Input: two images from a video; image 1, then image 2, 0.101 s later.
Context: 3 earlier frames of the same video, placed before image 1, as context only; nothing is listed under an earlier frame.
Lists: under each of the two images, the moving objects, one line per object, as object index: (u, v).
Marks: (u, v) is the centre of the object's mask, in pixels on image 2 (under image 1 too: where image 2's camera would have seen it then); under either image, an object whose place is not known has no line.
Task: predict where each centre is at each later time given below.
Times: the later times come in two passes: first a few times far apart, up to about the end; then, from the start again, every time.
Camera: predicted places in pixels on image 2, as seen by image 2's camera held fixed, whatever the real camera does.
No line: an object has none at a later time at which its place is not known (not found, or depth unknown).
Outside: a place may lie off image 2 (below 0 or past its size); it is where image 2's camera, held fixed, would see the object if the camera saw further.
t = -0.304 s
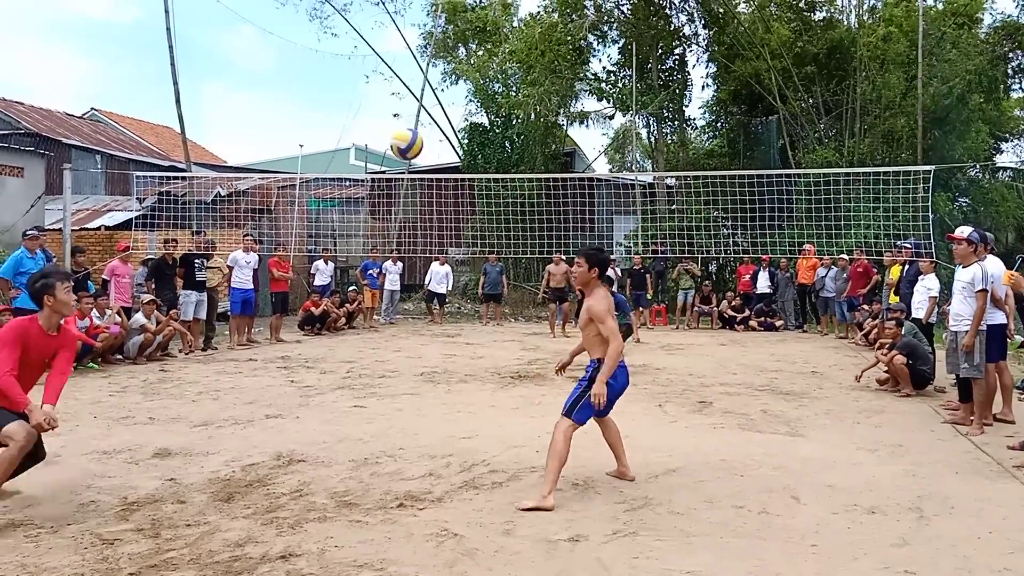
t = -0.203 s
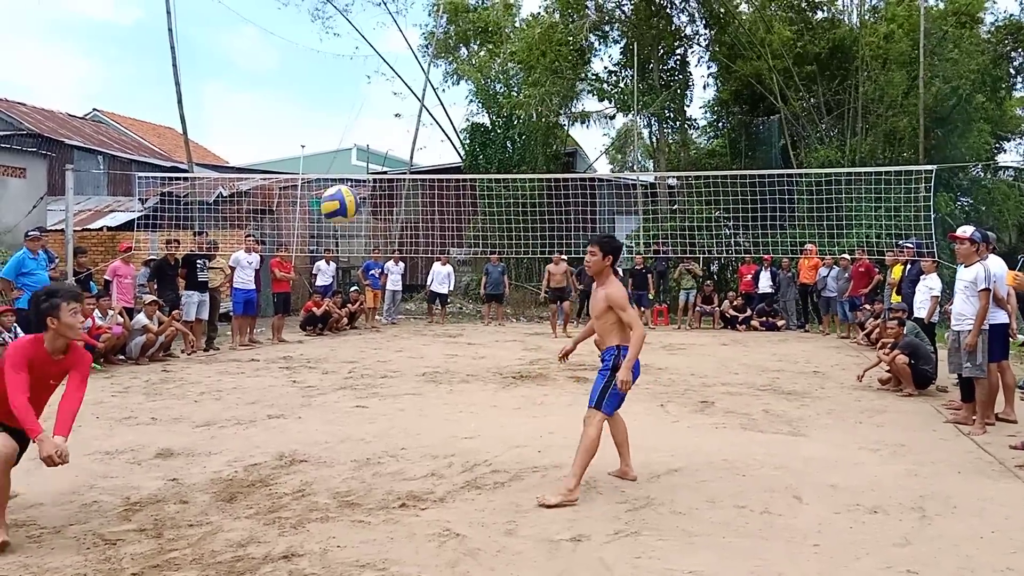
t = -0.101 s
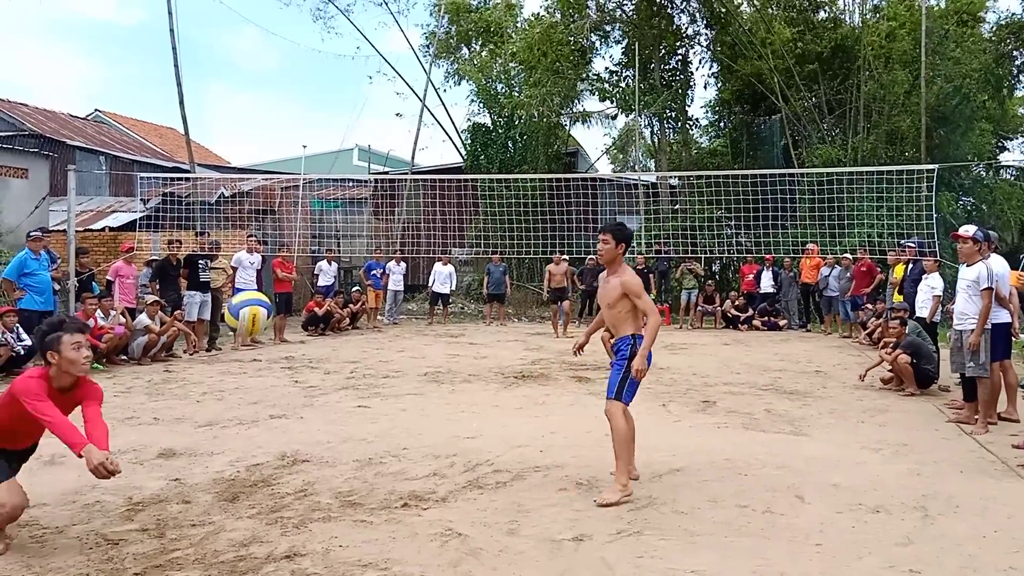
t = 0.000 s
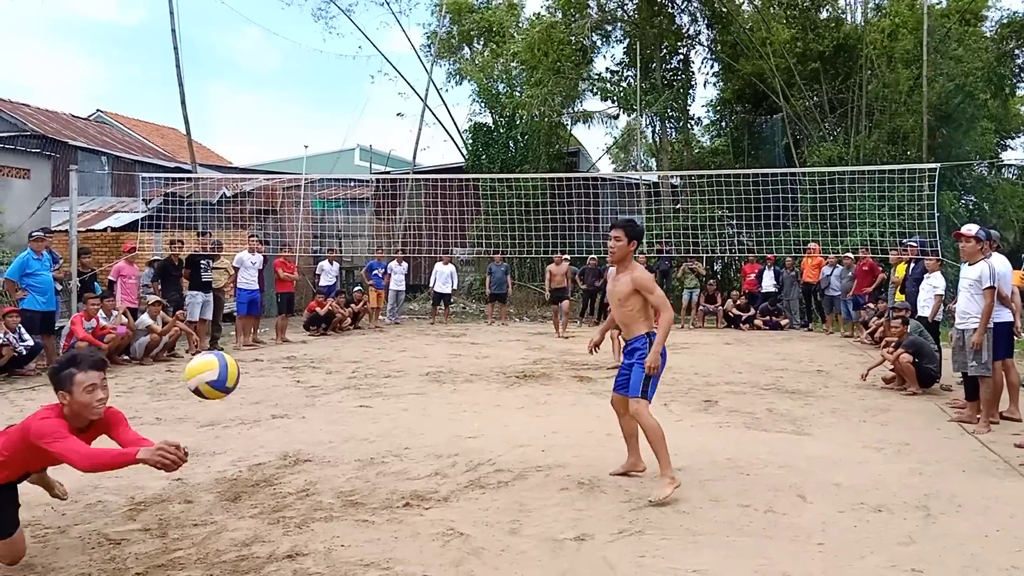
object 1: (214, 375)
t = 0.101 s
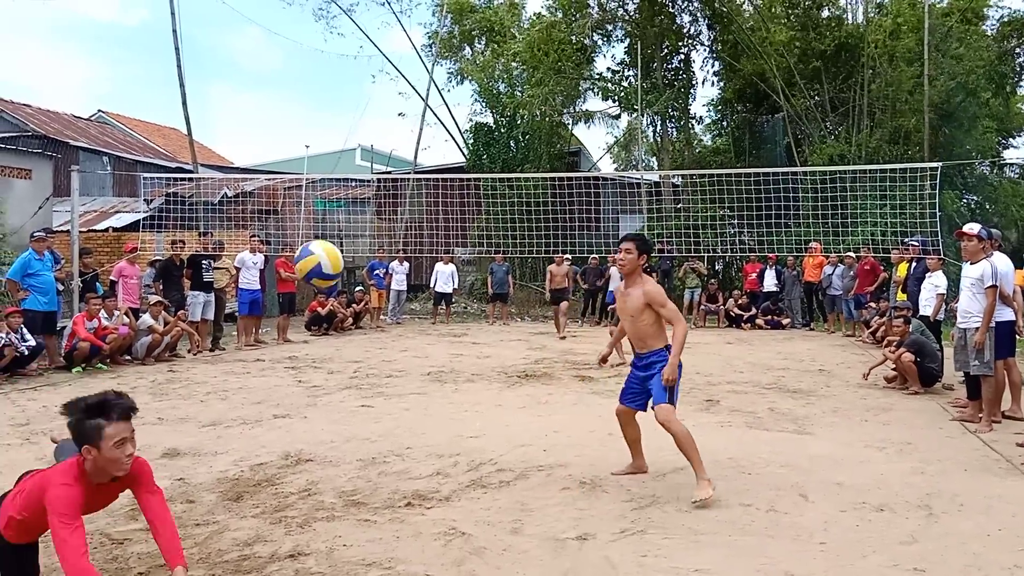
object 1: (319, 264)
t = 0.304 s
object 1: (509, 128)
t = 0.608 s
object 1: (746, 101)
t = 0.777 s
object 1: (855, 164)
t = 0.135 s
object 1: (351, 234)
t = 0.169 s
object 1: (383, 207)
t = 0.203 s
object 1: (416, 183)
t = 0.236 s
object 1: (448, 162)
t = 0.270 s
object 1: (479, 144)
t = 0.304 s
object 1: (509, 128)
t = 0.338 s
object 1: (537, 114)
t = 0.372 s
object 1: (565, 104)
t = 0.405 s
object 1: (592, 96)
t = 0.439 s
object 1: (618, 91)
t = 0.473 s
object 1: (645, 90)
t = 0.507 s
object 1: (671, 89)
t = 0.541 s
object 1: (697, 91)
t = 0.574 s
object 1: (722, 95)
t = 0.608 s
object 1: (746, 101)
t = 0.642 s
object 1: (768, 110)
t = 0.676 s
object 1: (791, 120)
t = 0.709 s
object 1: (812, 133)
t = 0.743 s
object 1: (833, 147)
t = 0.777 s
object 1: (855, 164)
